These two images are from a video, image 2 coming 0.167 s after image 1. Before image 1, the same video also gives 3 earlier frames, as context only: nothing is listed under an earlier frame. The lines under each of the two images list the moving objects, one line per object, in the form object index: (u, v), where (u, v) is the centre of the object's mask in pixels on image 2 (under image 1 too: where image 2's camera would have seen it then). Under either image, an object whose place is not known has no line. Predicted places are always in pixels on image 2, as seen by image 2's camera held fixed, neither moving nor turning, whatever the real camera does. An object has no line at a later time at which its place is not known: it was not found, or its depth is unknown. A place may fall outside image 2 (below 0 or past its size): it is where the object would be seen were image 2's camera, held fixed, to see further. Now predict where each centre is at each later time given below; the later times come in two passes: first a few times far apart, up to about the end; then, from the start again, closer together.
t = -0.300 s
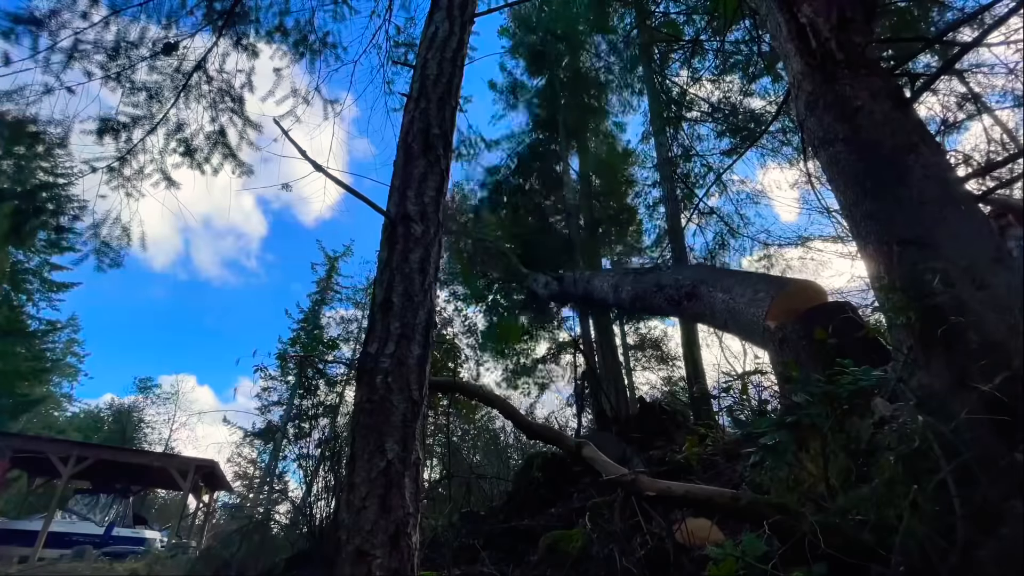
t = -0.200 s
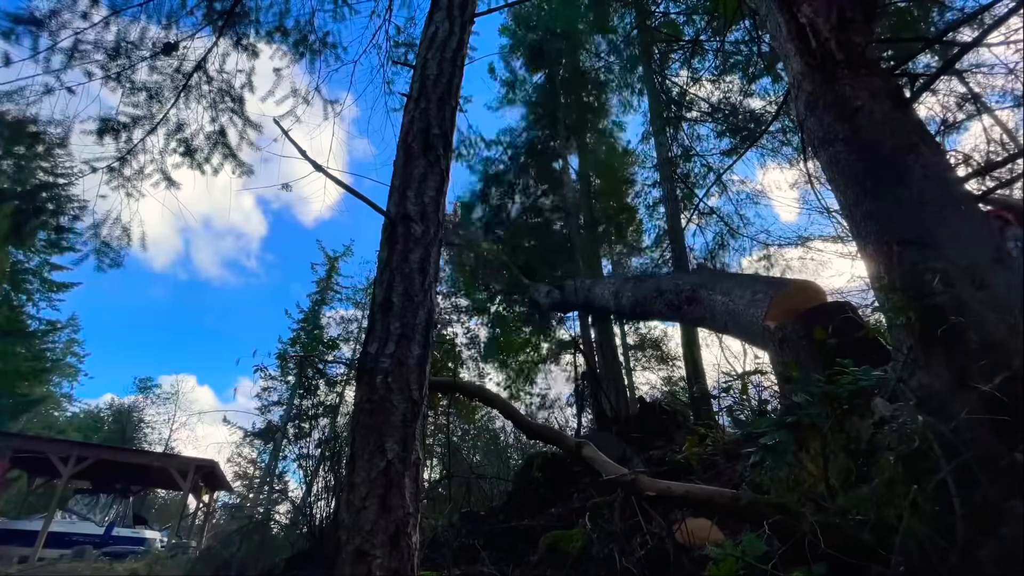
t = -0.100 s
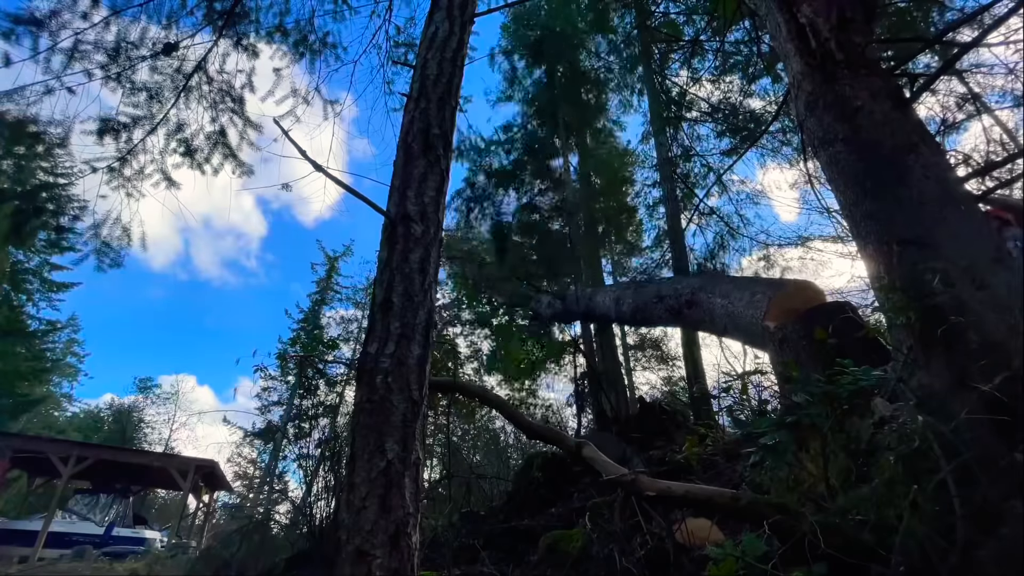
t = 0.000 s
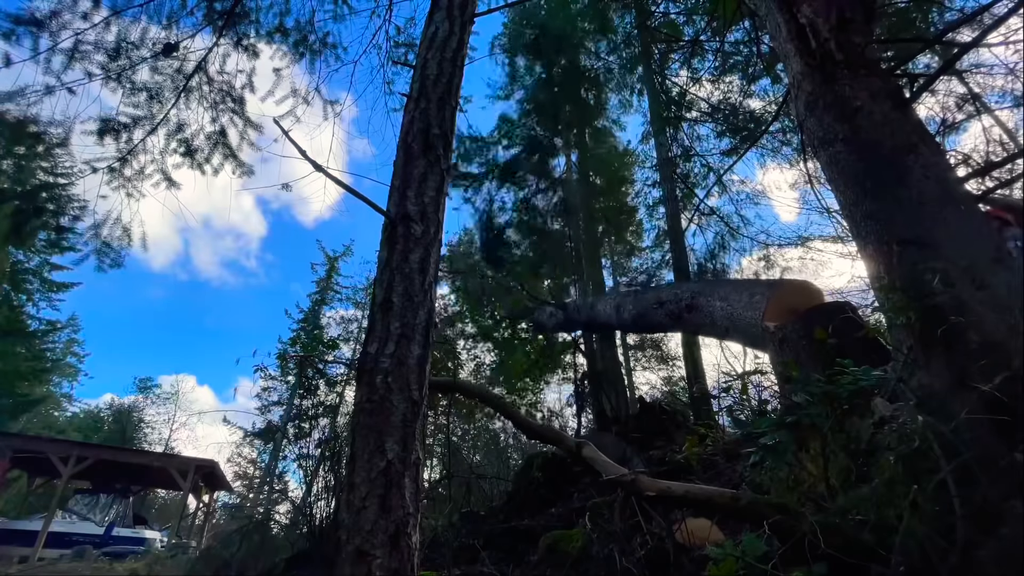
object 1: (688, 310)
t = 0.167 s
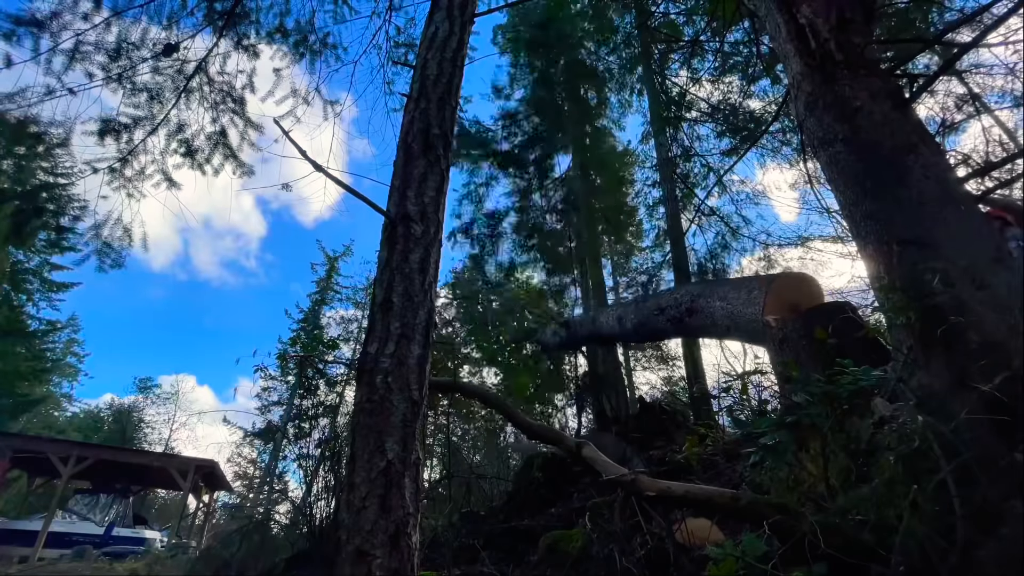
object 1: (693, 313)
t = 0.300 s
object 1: (703, 309)
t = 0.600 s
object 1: (731, 281)
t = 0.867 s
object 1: (700, 279)
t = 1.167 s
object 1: (623, 253)
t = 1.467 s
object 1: (544, 222)
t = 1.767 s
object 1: (507, 214)
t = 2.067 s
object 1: (500, 234)
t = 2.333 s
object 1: (508, 248)
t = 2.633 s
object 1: (506, 247)
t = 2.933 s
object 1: (517, 244)
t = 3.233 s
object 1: (527, 245)
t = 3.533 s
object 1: (529, 242)
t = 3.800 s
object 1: (529, 243)
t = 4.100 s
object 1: (528, 242)
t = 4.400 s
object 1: (528, 242)
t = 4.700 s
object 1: (527, 242)
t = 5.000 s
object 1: (527, 243)
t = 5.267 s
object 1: (528, 242)
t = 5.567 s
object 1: (528, 244)
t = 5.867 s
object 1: (527, 244)
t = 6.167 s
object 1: (527, 244)
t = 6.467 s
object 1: (527, 244)
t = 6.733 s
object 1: (527, 244)
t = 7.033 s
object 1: (527, 244)
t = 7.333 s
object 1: (527, 243)
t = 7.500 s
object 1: (527, 243)
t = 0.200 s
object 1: (694, 313)
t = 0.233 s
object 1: (696, 312)
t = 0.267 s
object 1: (697, 311)
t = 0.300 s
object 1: (703, 309)
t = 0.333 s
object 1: (704, 307)
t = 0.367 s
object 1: (708, 304)
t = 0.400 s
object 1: (712, 301)
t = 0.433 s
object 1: (714, 299)
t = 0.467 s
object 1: (715, 297)
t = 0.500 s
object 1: (720, 292)
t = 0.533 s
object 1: (727, 287)
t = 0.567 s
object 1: (726, 286)
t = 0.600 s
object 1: (731, 281)
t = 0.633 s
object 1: (730, 280)
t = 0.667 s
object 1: (728, 280)
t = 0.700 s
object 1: (724, 280)
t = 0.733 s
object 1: (720, 279)
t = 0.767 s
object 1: (715, 280)
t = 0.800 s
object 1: (709, 281)
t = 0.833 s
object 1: (705, 279)
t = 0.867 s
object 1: (700, 279)
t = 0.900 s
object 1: (694, 278)
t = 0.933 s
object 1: (688, 278)
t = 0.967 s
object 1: (683, 275)
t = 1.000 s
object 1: (676, 271)
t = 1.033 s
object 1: (668, 268)
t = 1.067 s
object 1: (657, 263)
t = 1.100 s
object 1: (646, 260)
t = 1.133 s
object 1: (636, 259)
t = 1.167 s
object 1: (623, 253)
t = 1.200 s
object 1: (613, 246)
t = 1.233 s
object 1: (600, 244)
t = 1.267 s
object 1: (590, 238)
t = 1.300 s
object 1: (579, 234)
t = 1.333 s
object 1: (571, 232)
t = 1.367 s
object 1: (563, 228)
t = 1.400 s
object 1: (557, 227)
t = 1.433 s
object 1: (550, 224)
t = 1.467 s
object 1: (544, 222)
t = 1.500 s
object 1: (539, 219)
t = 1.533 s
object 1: (533, 217)
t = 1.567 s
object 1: (529, 216)
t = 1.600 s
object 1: (524, 213)
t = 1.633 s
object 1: (520, 213)
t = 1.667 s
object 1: (516, 211)
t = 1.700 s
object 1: (513, 211)
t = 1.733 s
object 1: (510, 212)
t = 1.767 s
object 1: (507, 214)
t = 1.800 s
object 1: (505, 215)
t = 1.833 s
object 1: (504, 217)
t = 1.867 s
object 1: (503, 220)
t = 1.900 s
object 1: (501, 222)
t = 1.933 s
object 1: (501, 225)
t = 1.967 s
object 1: (500, 226)
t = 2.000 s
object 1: (500, 228)
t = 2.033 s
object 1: (500, 232)
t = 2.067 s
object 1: (500, 234)
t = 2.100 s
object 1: (501, 237)
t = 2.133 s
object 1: (502, 240)
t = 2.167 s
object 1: (504, 244)
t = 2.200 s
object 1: (506, 247)
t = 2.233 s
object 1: (507, 249)
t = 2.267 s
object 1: (508, 249)
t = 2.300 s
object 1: (508, 249)
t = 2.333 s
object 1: (508, 248)
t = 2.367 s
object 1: (507, 246)
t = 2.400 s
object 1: (506, 244)
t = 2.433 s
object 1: (506, 242)
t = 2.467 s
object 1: (505, 242)
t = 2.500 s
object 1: (505, 249)
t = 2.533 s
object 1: (505, 250)
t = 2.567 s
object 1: (506, 248)
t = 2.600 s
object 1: (506, 247)
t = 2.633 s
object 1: (506, 247)
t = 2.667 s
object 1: (507, 237)
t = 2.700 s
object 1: (507, 237)
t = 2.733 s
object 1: (509, 239)
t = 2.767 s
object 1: (510, 241)
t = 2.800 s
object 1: (511, 241)
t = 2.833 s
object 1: (512, 241)
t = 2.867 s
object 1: (514, 242)
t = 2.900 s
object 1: (515, 243)
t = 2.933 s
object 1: (517, 244)
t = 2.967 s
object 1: (519, 246)
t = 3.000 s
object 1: (520, 247)
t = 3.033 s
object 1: (522, 247)
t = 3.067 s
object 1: (523, 248)
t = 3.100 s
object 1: (525, 247)
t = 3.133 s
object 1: (525, 246)
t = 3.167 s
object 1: (526, 246)
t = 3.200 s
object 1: (527, 245)
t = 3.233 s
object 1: (527, 245)
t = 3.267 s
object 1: (528, 244)
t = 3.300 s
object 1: (528, 245)
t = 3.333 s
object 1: (529, 245)
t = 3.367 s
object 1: (529, 245)
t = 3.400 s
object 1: (529, 242)
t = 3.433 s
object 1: (529, 246)
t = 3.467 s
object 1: (529, 245)
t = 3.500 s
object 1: (529, 242)
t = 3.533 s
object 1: (529, 242)
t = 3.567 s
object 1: (529, 242)
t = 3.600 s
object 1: (529, 242)
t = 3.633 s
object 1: (529, 242)
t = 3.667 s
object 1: (529, 243)
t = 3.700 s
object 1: (529, 243)
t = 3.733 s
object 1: (529, 243)
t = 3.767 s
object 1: (529, 243)
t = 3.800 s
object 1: (529, 243)
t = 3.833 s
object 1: (529, 243)
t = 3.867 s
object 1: (529, 243)
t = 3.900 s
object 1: (529, 243)
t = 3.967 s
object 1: (529, 243)
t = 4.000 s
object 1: (529, 242)
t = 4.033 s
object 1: (529, 242)
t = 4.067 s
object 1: (529, 242)
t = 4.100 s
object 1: (528, 242)
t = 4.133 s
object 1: (528, 242)
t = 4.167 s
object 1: (528, 242)
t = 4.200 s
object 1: (528, 242)
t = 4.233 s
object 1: (528, 242)
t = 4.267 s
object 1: (528, 242)
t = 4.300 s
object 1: (528, 242)
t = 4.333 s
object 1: (528, 242)
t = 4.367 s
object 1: (528, 242)
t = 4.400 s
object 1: (528, 242)
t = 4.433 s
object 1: (528, 242)
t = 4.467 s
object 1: (528, 242)
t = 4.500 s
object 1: (528, 242)
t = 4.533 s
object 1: (528, 242)
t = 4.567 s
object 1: (528, 242)
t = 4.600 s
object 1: (528, 243)
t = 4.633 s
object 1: (528, 242)
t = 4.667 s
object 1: (528, 242)
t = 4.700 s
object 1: (527, 242)
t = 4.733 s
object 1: (527, 243)
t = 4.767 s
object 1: (527, 243)
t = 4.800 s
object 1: (527, 243)
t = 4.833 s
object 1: (527, 242)
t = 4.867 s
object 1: (527, 242)
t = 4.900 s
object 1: (527, 242)
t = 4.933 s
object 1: (527, 243)
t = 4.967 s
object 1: (527, 242)
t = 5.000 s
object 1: (527, 243)
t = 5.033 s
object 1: (527, 243)
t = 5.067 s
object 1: (527, 242)
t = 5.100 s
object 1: (527, 242)
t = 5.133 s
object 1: (527, 242)
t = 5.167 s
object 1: (528, 242)
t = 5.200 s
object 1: (527, 242)
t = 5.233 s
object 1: (527, 242)
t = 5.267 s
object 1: (528, 242)
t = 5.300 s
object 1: (527, 243)
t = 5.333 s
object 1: (527, 243)
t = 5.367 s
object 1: (527, 243)
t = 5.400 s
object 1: (528, 243)
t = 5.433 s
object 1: (528, 243)
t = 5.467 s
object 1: (528, 243)
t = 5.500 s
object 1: (528, 243)
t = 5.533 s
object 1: (528, 243)
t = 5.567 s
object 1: (528, 244)
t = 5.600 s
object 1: (528, 244)
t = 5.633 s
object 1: (528, 244)
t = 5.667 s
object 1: (528, 244)
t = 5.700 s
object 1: (528, 244)
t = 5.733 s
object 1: (528, 244)
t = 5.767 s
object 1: (528, 244)
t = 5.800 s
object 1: (528, 244)
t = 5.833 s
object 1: (528, 244)
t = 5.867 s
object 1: (527, 244)
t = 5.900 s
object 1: (528, 244)
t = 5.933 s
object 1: (528, 244)
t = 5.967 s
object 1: (528, 244)
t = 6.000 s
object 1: (527, 244)
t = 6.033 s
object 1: (527, 244)
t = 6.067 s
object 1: (527, 244)
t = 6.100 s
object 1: (527, 244)
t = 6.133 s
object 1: (527, 244)
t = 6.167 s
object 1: (527, 244)
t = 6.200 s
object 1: (527, 244)
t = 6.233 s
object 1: (527, 244)
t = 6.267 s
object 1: (527, 244)
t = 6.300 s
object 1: (527, 244)
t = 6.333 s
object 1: (527, 244)
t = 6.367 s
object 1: (527, 244)
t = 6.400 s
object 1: (527, 244)
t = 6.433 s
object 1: (527, 244)
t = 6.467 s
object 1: (527, 244)
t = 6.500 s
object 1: (527, 244)
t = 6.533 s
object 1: (527, 244)
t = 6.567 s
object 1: (527, 244)
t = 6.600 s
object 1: (527, 244)
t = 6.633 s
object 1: (527, 244)
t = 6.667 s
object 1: (527, 244)
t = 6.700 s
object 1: (527, 244)
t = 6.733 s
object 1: (527, 244)
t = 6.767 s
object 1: (527, 244)
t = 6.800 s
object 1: (527, 244)
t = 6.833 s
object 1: (527, 243)
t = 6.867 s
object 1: (527, 243)
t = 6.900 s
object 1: (527, 244)
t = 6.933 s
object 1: (527, 244)
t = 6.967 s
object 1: (527, 244)
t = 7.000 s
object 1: (527, 244)
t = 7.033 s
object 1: (527, 244)
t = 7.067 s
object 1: (527, 244)
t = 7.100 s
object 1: (527, 244)
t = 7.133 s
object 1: (527, 243)
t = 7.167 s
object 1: (527, 244)
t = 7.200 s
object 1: (527, 243)
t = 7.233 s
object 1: (527, 243)
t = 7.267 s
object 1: (527, 243)
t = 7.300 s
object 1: (527, 243)
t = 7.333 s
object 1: (527, 243)
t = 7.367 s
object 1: (527, 243)
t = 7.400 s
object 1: (527, 243)
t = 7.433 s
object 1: (527, 243)
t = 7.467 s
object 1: (527, 243)
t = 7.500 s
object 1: (527, 243)
